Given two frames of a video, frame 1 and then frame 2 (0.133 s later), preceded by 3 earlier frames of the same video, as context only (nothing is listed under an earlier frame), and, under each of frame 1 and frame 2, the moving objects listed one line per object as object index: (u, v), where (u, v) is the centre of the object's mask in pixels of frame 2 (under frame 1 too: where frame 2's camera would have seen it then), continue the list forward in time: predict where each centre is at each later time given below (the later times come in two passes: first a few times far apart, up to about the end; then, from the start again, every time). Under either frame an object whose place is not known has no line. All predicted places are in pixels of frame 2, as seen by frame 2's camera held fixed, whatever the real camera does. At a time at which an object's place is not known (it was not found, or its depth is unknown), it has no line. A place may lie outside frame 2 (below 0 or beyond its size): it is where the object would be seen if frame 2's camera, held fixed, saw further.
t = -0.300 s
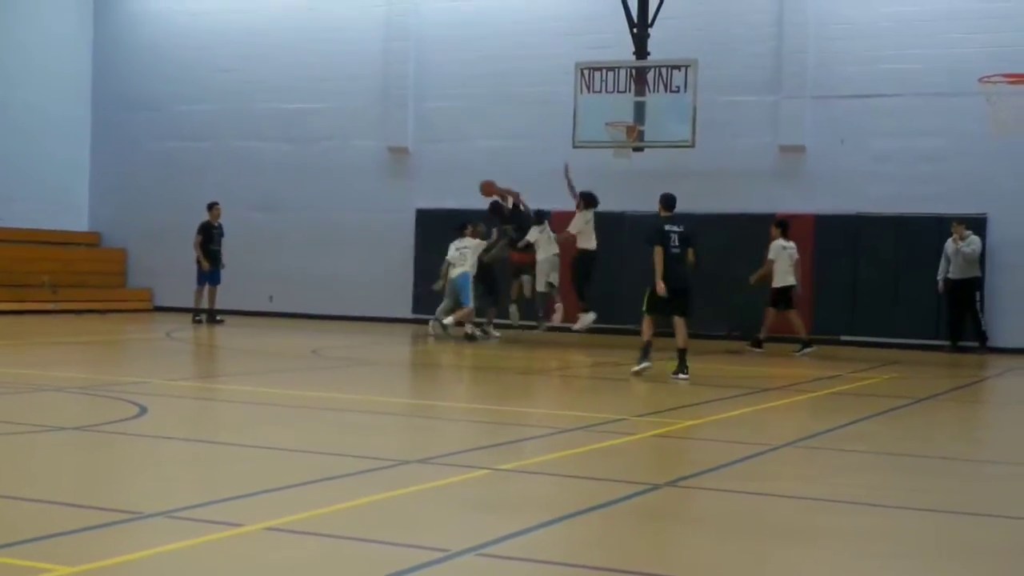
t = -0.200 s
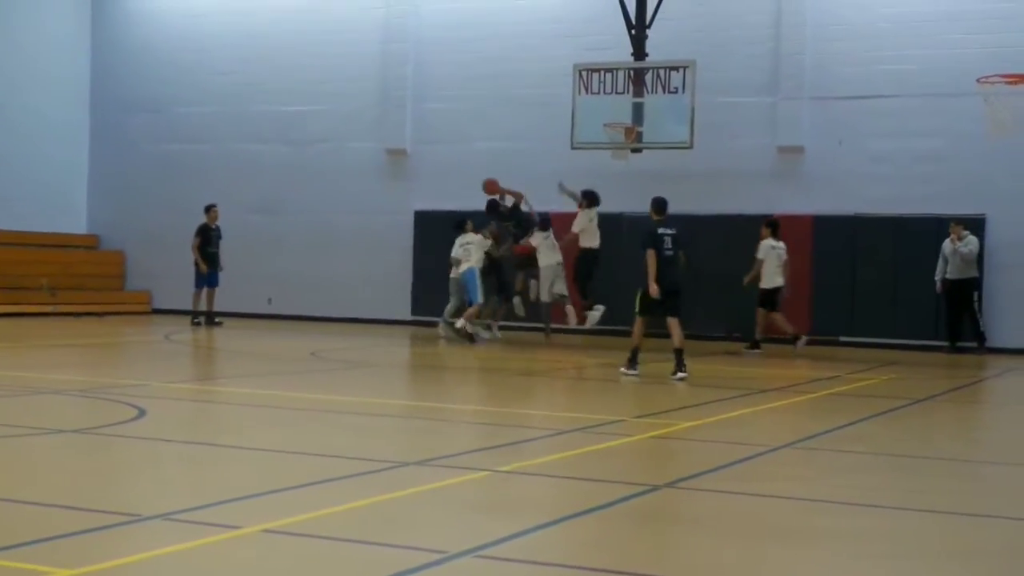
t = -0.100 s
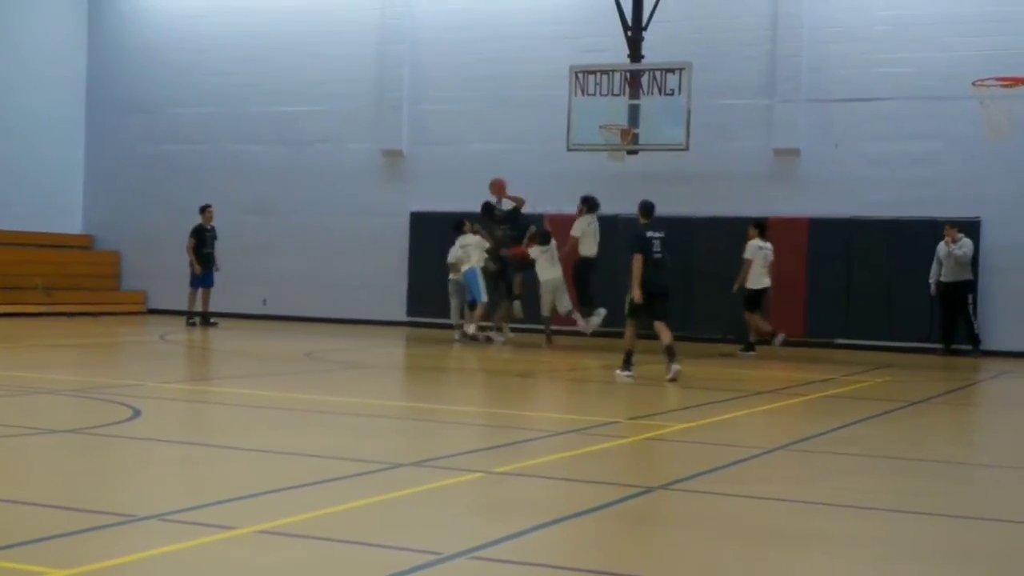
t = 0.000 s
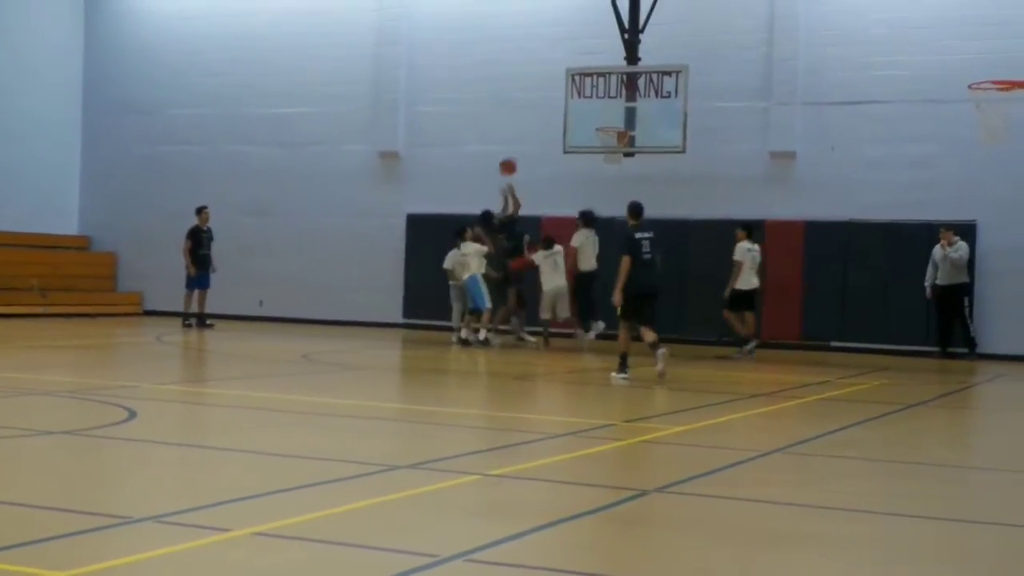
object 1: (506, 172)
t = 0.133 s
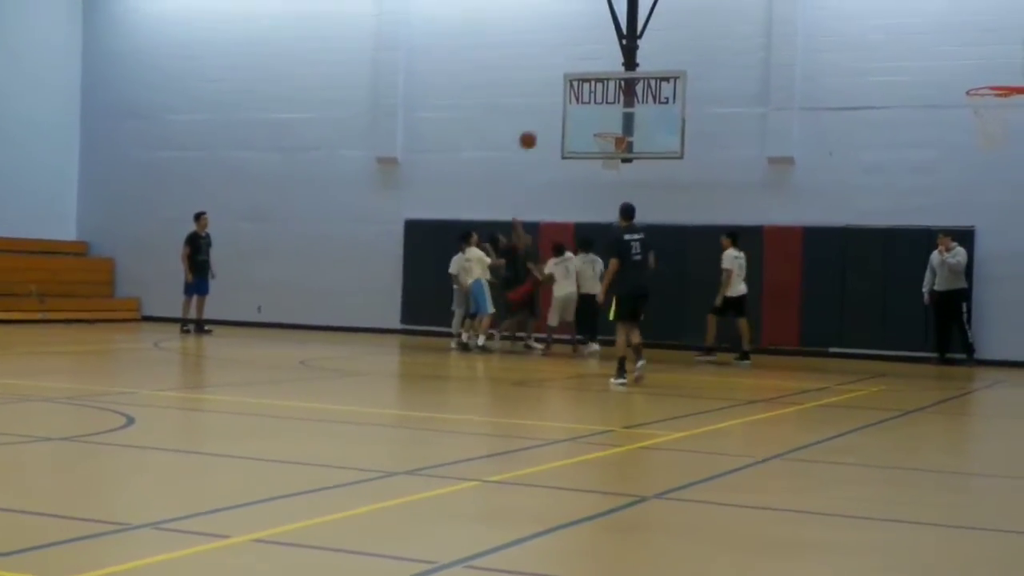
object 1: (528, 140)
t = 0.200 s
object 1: (538, 129)
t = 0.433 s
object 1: (573, 116)
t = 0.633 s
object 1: (589, 122)
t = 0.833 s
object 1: (576, 122)
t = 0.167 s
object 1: (533, 134)
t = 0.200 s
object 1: (538, 129)
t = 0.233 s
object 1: (543, 125)
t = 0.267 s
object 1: (548, 121)
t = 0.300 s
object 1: (553, 119)
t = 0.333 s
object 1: (558, 117)
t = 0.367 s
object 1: (563, 116)
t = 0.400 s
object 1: (568, 115)
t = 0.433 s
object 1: (573, 116)
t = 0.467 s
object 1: (578, 118)
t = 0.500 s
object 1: (582, 120)
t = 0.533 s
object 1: (587, 123)
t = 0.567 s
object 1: (592, 126)
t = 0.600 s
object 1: (592, 125)
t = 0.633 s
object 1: (589, 122)
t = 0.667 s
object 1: (587, 120)
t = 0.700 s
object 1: (585, 119)
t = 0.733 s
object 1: (583, 119)
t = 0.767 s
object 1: (580, 119)
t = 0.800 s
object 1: (578, 120)
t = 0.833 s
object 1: (576, 122)
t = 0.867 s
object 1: (573, 124)
